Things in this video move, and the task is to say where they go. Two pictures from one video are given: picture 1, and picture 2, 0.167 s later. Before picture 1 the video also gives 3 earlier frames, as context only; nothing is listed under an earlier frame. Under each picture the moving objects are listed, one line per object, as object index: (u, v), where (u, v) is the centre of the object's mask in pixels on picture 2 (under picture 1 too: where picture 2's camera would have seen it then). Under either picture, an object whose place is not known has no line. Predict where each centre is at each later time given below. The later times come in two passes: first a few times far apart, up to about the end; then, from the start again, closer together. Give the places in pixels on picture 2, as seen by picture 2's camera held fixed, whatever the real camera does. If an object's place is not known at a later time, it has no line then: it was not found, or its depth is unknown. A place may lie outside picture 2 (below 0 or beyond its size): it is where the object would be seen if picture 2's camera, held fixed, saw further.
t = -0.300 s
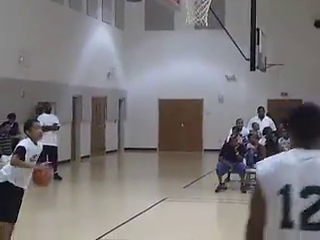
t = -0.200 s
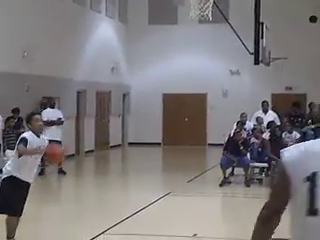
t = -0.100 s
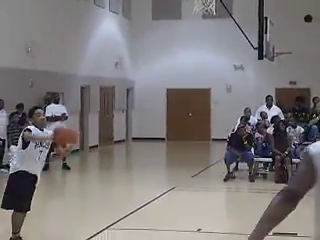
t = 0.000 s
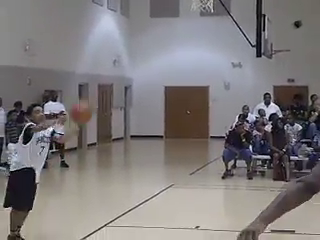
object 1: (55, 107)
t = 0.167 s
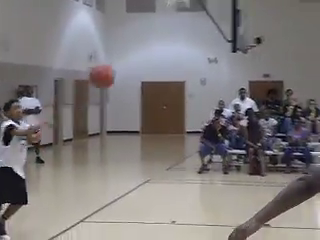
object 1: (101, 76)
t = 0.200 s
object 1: (113, 72)
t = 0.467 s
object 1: (229, 91)
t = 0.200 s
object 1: (113, 72)
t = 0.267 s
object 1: (136, 68)
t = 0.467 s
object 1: (229, 91)
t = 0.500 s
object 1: (250, 101)
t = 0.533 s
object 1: (275, 116)
